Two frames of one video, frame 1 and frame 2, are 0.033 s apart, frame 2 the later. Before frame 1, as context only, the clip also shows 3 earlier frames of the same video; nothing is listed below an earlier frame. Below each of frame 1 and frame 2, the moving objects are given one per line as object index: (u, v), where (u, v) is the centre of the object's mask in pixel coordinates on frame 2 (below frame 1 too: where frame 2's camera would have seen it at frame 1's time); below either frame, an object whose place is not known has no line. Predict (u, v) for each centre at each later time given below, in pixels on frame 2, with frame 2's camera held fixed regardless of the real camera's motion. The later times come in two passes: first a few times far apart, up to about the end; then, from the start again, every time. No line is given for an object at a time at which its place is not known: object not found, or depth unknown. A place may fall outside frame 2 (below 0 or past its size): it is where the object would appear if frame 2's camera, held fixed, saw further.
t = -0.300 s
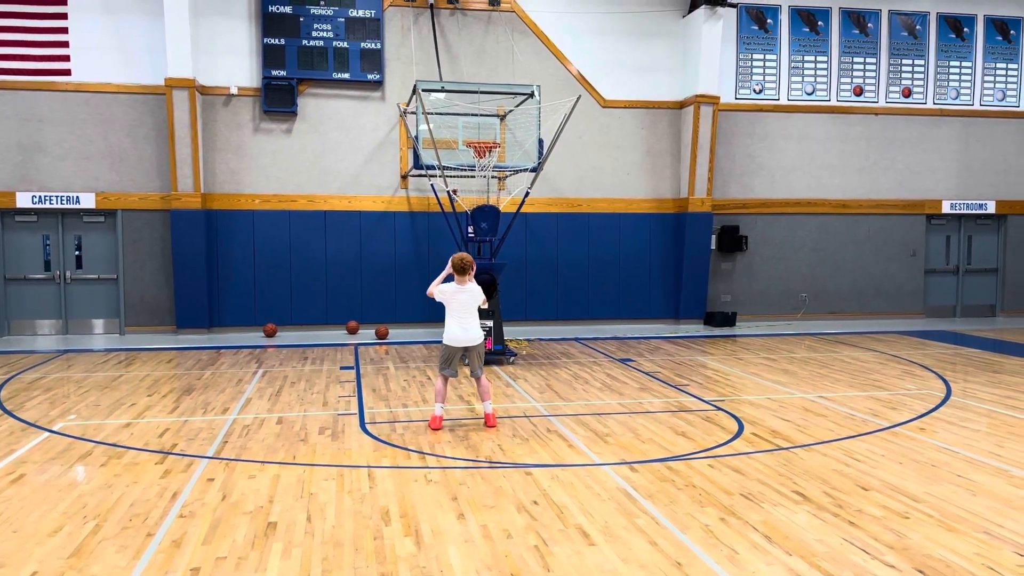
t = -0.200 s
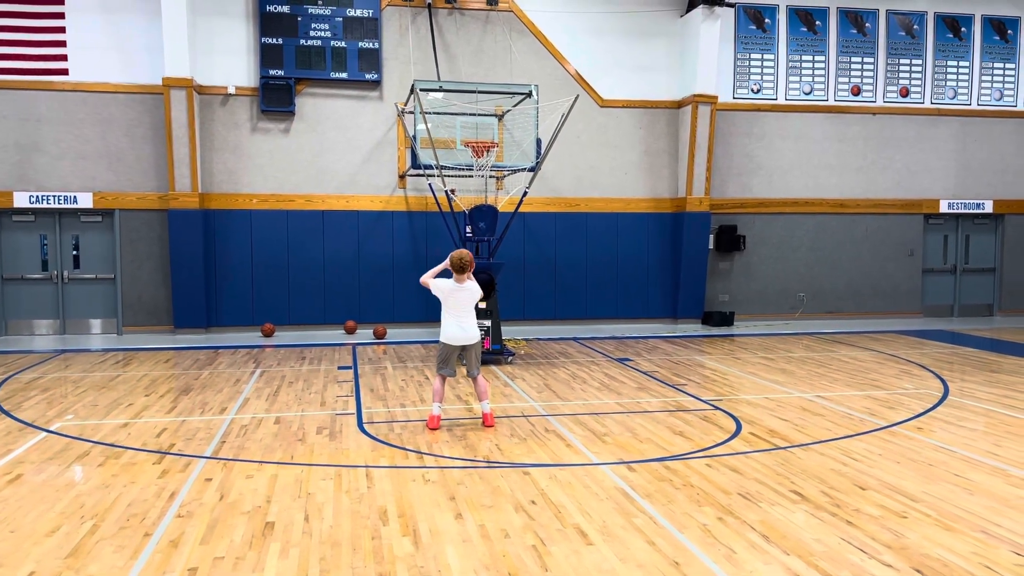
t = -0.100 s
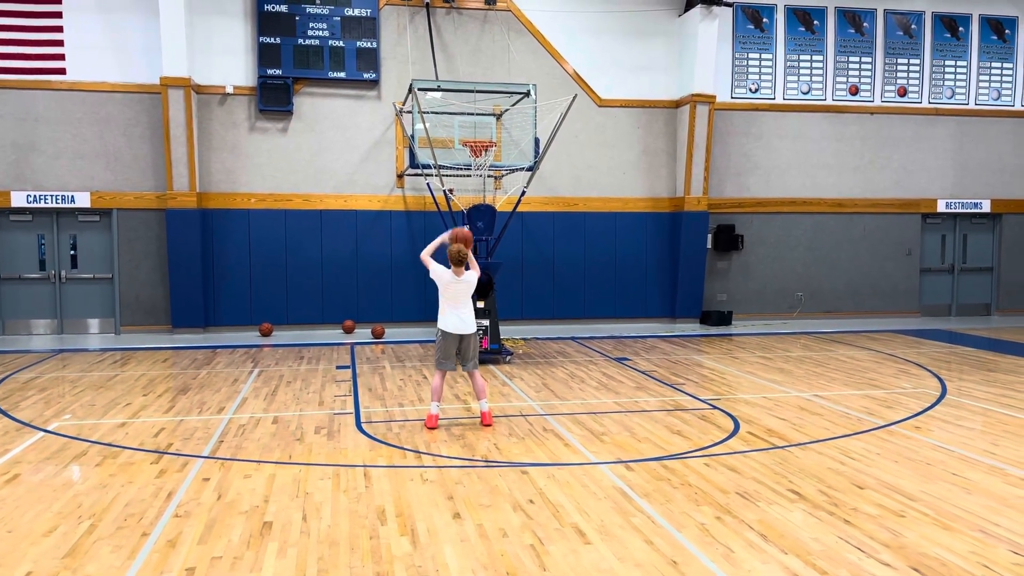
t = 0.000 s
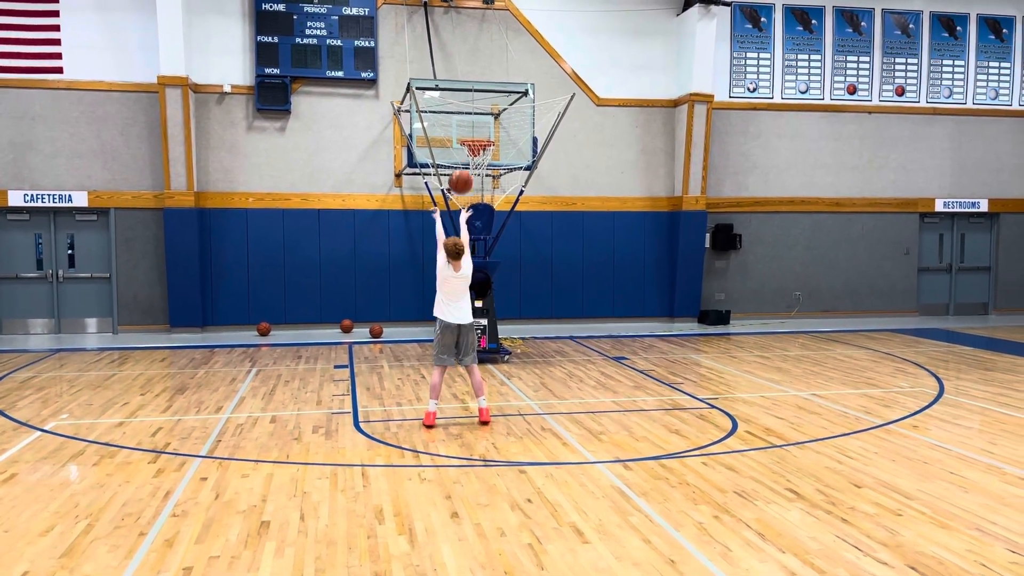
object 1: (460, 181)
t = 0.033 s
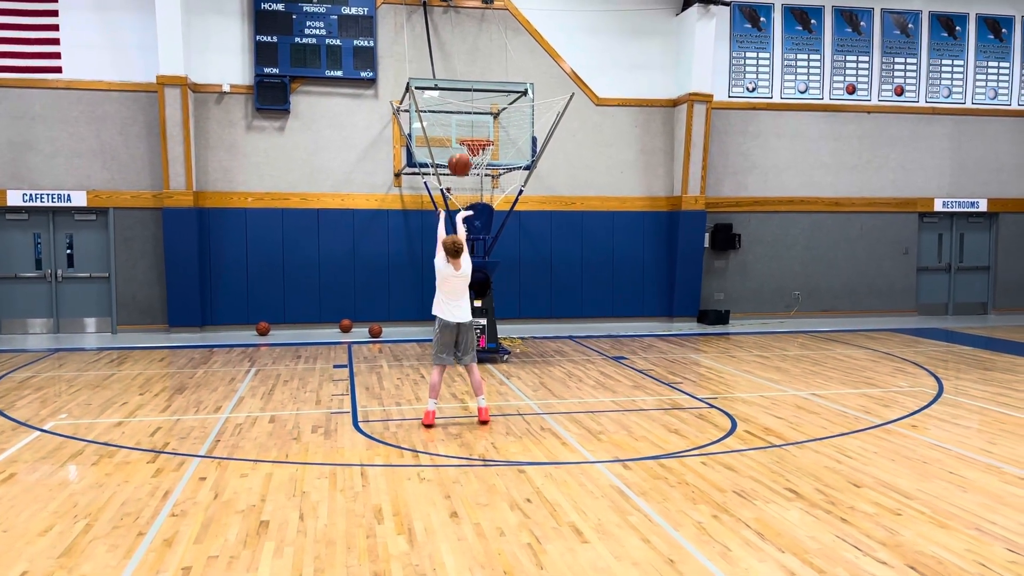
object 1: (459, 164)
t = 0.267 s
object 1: (460, 86)
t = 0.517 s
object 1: (461, 67)
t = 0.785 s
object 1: (463, 101)
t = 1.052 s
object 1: (486, 132)
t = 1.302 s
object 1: (528, 133)
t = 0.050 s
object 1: (460, 156)
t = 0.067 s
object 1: (460, 149)
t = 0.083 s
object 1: (459, 142)
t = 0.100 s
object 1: (460, 134)
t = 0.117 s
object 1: (460, 129)
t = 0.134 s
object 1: (460, 123)
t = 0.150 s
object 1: (460, 117)
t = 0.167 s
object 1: (460, 112)
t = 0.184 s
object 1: (460, 106)
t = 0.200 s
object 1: (460, 101)
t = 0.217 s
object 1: (460, 98)
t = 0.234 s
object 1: (460, 94)
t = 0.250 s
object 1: (460, 90)
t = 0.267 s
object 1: (460, 86)
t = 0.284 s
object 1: (460, 83)
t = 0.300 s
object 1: (460, 80)
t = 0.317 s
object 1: (460, 78)
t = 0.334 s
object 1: (460, 75)
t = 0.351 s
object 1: (460, 73)
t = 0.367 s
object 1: (460, 72)
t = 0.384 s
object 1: (460, 70)
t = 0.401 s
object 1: (461, 69)
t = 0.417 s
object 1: (461, 68)
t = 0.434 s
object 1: (461, 67)
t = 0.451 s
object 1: (461, 67)
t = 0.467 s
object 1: (461, 67)
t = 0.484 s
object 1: (461, 67)
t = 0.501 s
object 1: (461, 67)
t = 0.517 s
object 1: (461, 67)
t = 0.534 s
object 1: (461, 68)
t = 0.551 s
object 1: (462, 69)
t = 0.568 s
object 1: (462, 70)
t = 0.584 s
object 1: (462, 71)
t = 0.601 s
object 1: (462, 72)
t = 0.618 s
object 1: (462, 74)
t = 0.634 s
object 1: (462, 76)
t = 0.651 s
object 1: (462, 78)
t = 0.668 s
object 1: (462, 80)
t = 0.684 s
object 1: (463, 83)
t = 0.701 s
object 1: (463, 85)
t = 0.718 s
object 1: (463, 88)
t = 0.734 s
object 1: (463, 92)
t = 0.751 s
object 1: (463, 94)
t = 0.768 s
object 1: (463, 96)
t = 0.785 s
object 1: (463, 101)
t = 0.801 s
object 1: (463, 104)
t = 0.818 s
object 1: (463, 108)
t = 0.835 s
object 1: (463, 111)
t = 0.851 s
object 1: (464, 117)
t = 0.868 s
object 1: (464, 120)
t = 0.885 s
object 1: (464, 124)
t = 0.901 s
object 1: (464, 129)
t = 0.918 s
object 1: (464, 133)
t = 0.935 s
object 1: (466, 134)
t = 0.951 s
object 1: (469, 133)
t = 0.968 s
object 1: (472, 133)
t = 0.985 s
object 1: (475, 133)
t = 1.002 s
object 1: (477, 133)
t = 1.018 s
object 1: (480, 133)
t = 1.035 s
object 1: (483, 133)
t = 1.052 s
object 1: (486, 132)
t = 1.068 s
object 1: (489, 133)
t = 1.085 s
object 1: (492, 131)
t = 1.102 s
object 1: (495, 130)
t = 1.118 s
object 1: (497, 129)
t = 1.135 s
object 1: (500, 129)
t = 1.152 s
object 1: (503, 129)
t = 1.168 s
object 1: (505, 128)
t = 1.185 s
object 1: (508, 128)
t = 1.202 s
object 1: (511, 128)
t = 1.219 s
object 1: (514, 128)
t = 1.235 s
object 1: (516, 129)
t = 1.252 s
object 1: (519, 129)
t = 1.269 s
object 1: (522, 129)
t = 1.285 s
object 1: (525, 131)
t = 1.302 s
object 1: (528, 133)
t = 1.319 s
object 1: (531, 134)
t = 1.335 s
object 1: (534, 135)
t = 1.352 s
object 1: (537, 137)
